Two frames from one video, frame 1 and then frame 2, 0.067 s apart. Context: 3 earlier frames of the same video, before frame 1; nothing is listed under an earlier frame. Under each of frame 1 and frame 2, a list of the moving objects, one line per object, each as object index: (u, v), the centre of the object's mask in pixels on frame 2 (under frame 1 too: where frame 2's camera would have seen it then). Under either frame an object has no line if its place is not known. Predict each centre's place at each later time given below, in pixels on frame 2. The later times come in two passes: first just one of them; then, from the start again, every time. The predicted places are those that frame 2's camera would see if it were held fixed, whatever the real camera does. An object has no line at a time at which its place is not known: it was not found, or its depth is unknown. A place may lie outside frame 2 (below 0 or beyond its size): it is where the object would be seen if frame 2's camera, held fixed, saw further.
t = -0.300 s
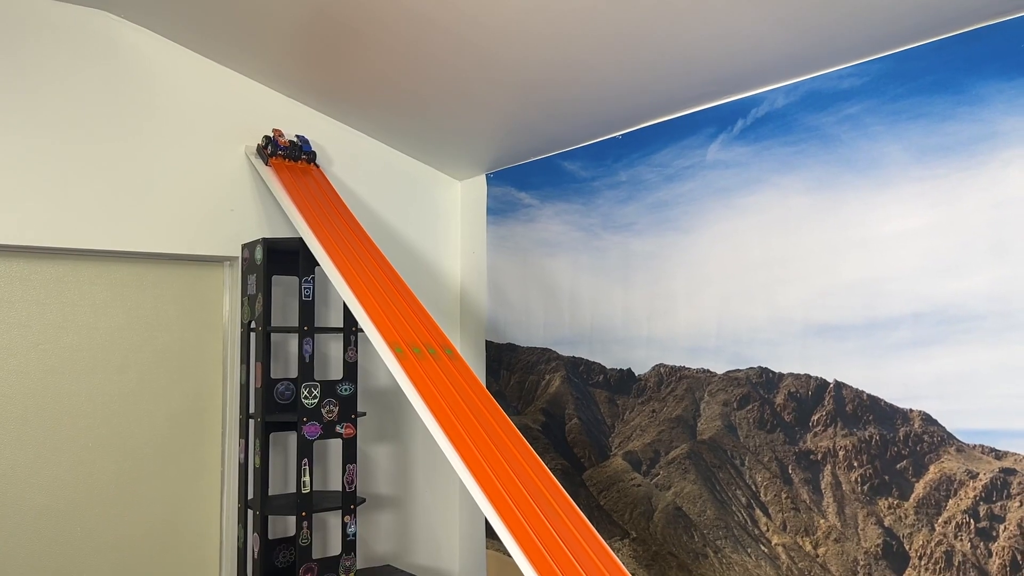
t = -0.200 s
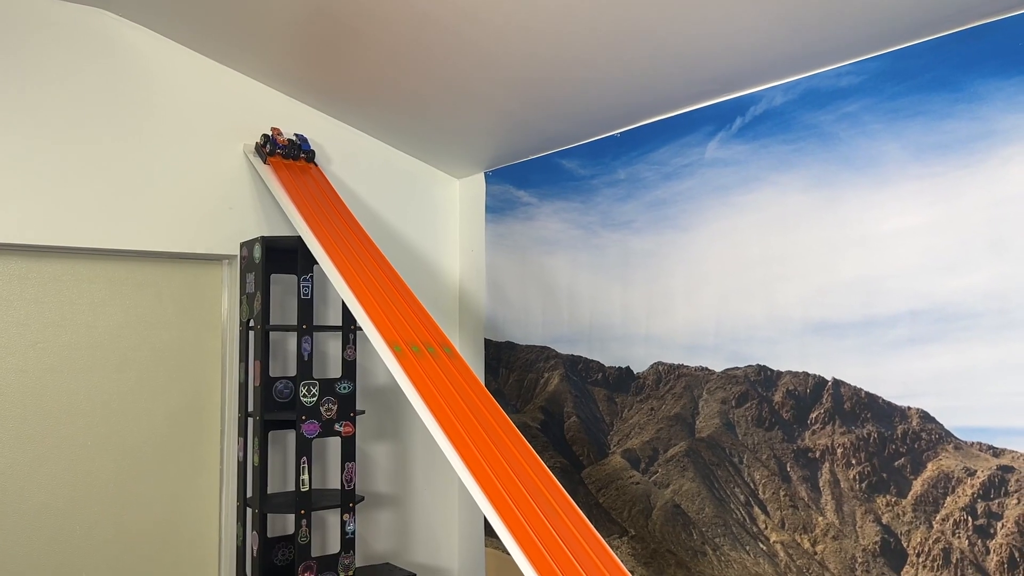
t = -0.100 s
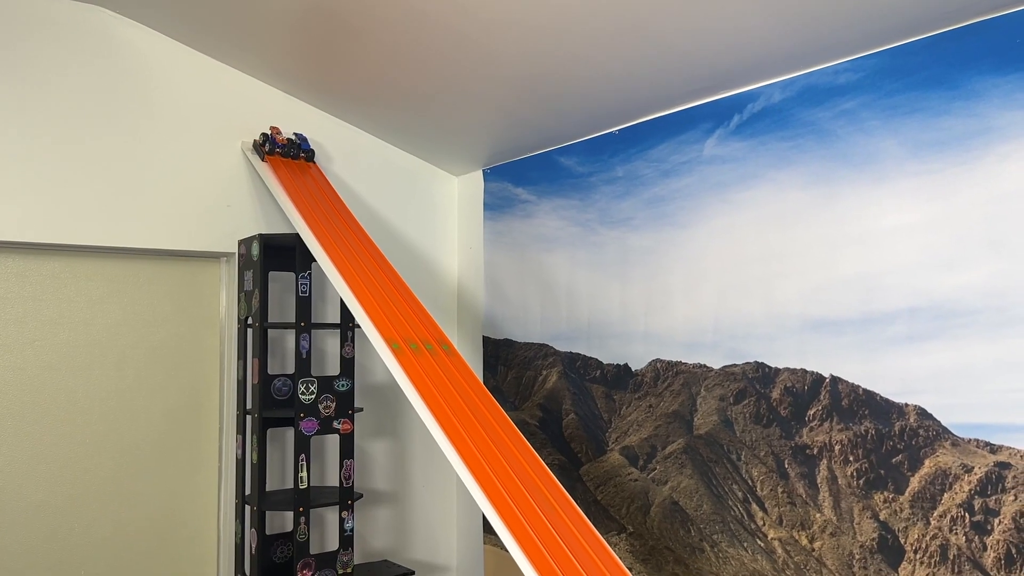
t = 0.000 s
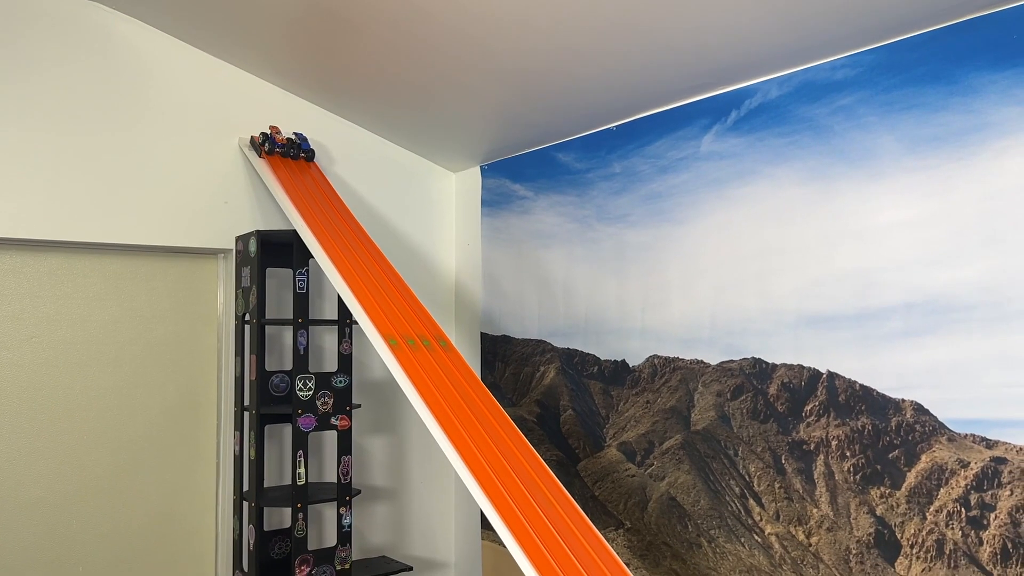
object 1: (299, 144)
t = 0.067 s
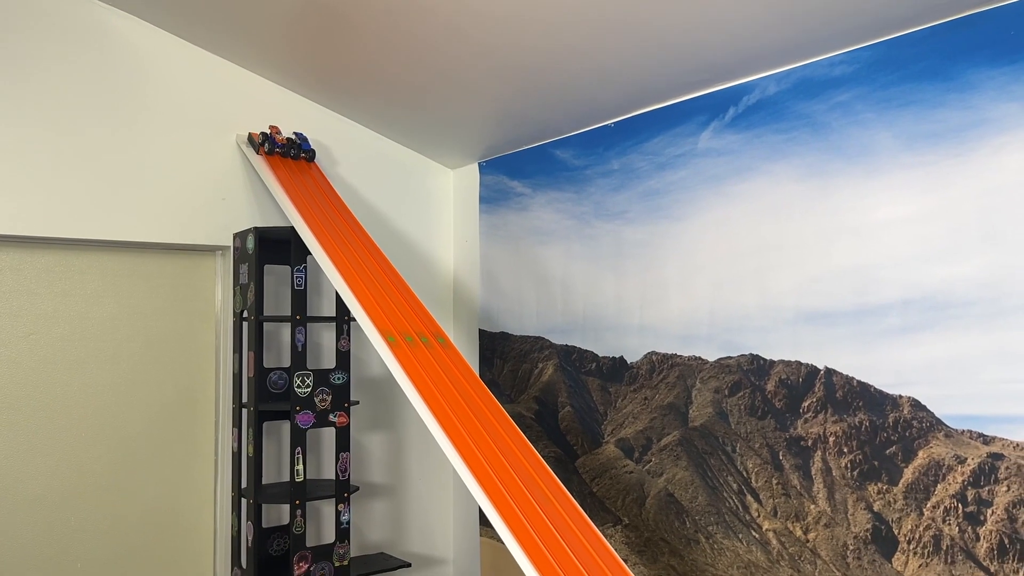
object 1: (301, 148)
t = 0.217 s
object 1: (309, 158)
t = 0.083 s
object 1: (302, 149)
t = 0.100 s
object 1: (303, 150)
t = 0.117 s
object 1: (303, 151)
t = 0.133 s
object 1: (304, 152)
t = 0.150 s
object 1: (305, 153)
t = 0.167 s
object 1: (306, 154)
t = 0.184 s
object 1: (307, 156)
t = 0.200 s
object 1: (308, 157)
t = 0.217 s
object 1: (309, 158)
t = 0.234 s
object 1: (310, 160)
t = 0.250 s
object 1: (311, 162)
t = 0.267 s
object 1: (313, 163)
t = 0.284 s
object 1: (314, 165)
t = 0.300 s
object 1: (315, 167)
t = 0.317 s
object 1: (316, 169)
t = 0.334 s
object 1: (317, 171)
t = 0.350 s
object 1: (318, 172)
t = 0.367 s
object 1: (320, 174)
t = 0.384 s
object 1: (322, 176)
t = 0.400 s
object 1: (323, 178)
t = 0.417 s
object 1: (325, 181)
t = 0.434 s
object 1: (326, 183)
